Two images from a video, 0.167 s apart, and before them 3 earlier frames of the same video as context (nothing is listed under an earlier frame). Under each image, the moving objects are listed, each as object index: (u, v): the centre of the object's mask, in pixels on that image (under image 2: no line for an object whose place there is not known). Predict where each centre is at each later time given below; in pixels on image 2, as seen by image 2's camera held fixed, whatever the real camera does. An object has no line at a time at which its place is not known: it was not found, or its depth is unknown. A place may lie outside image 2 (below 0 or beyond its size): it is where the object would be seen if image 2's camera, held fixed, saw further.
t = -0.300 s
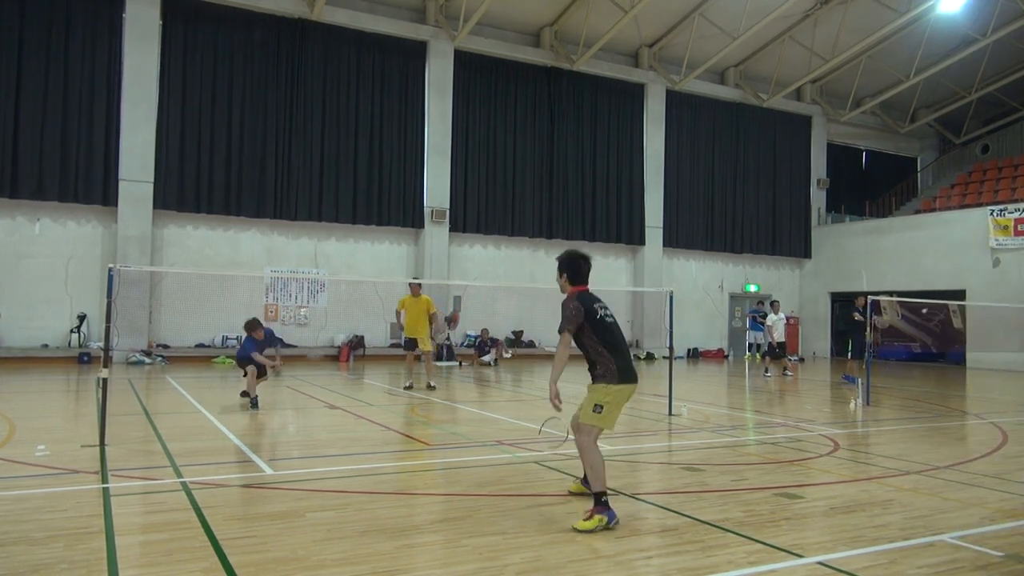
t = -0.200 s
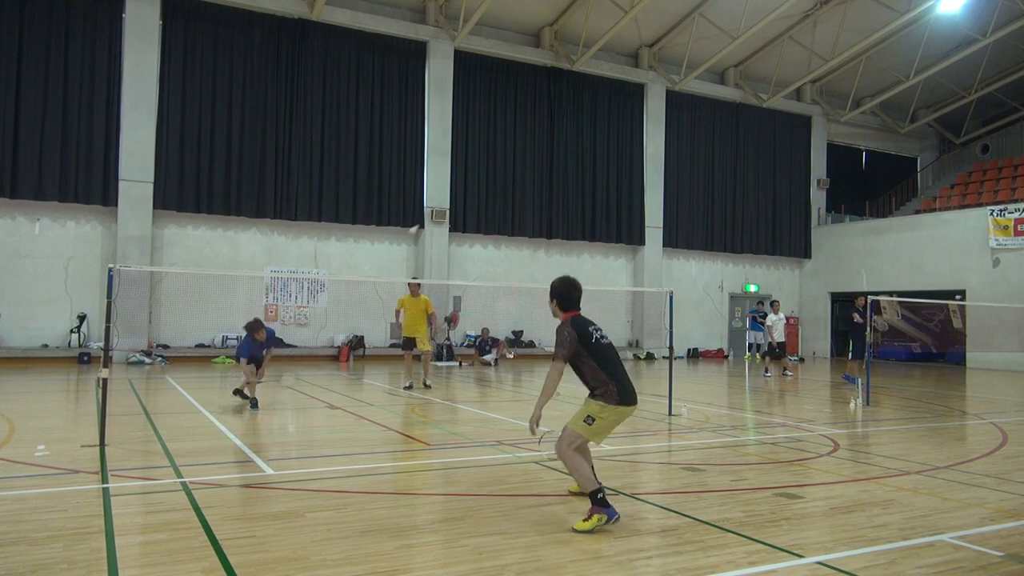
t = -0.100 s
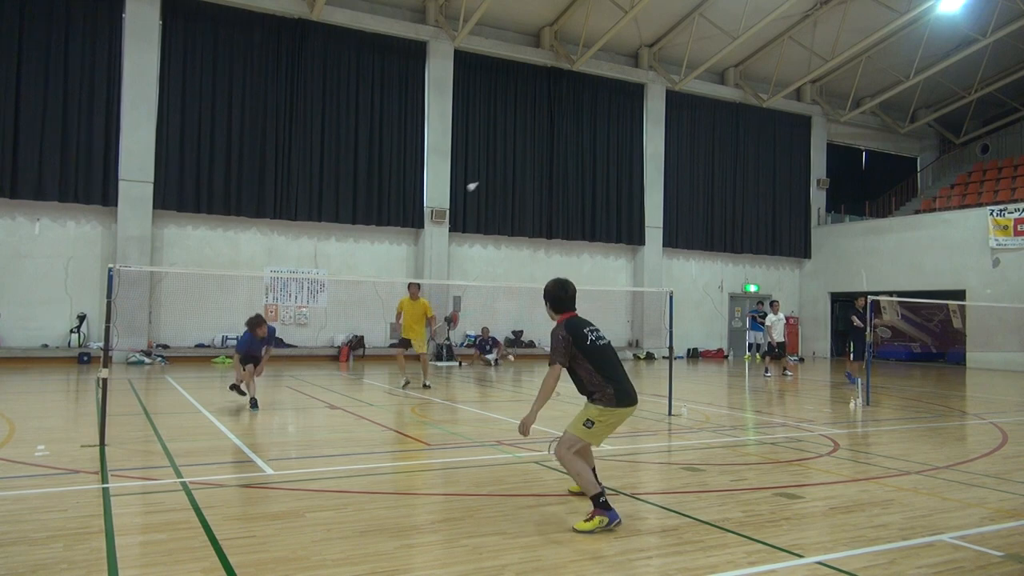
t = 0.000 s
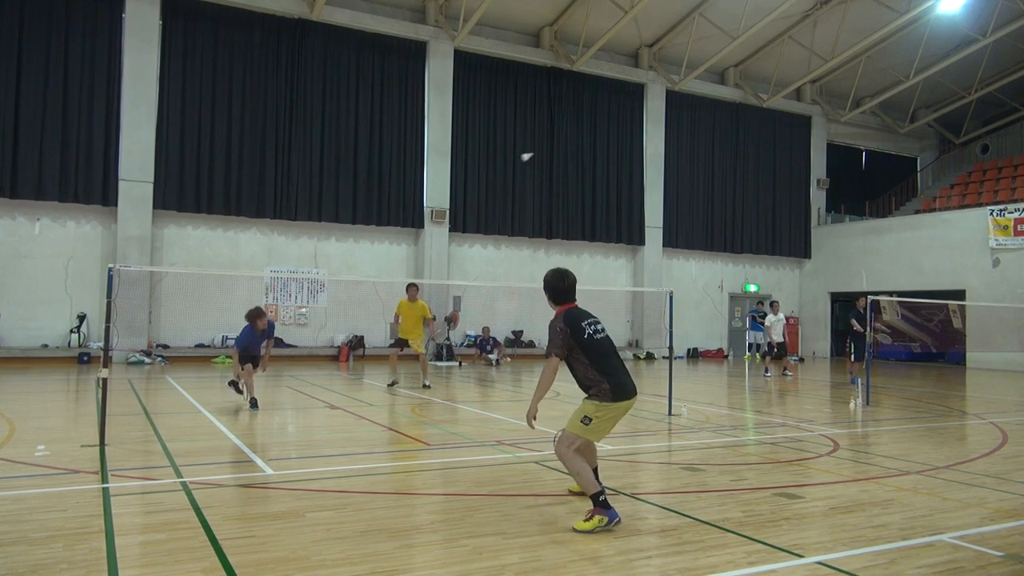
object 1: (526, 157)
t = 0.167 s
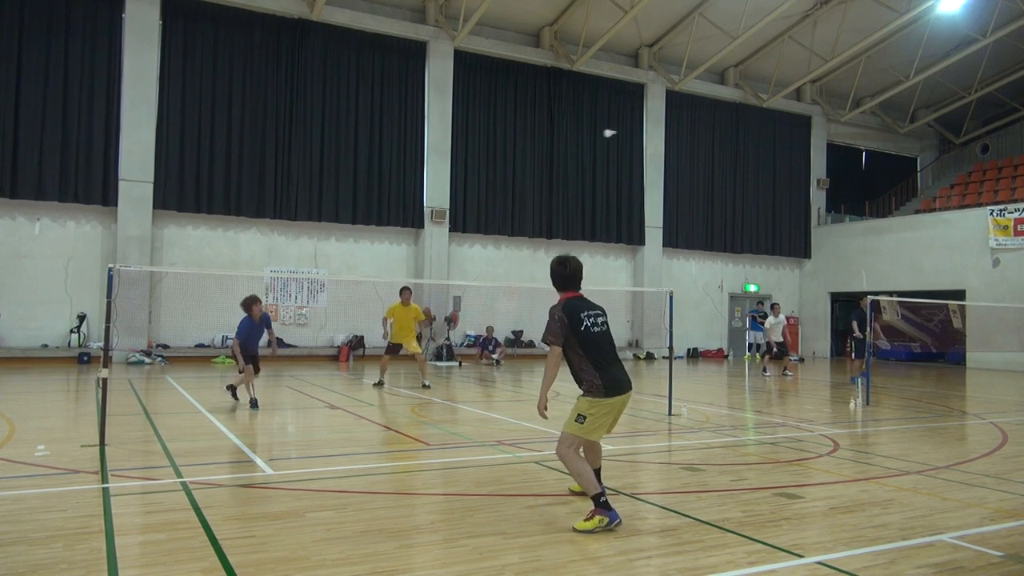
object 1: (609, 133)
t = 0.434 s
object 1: (728, 160)
